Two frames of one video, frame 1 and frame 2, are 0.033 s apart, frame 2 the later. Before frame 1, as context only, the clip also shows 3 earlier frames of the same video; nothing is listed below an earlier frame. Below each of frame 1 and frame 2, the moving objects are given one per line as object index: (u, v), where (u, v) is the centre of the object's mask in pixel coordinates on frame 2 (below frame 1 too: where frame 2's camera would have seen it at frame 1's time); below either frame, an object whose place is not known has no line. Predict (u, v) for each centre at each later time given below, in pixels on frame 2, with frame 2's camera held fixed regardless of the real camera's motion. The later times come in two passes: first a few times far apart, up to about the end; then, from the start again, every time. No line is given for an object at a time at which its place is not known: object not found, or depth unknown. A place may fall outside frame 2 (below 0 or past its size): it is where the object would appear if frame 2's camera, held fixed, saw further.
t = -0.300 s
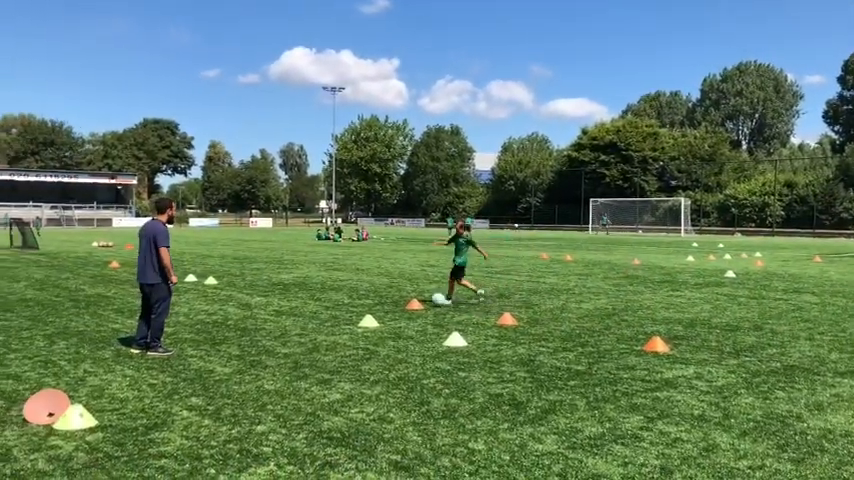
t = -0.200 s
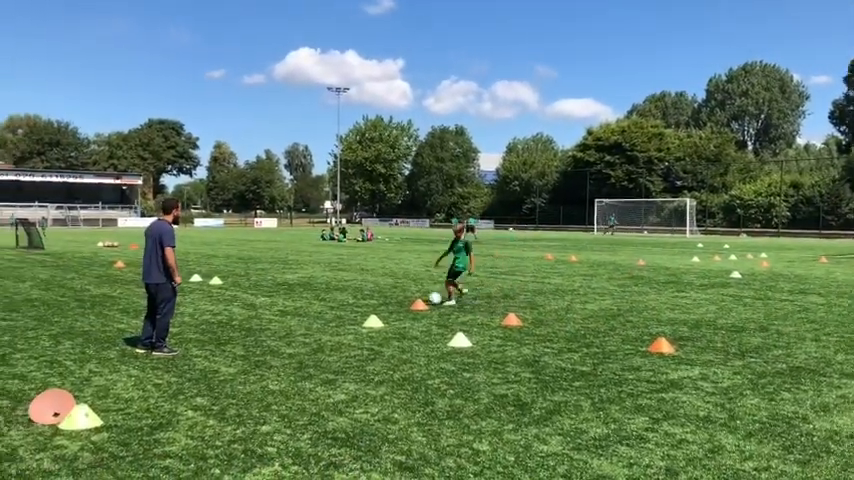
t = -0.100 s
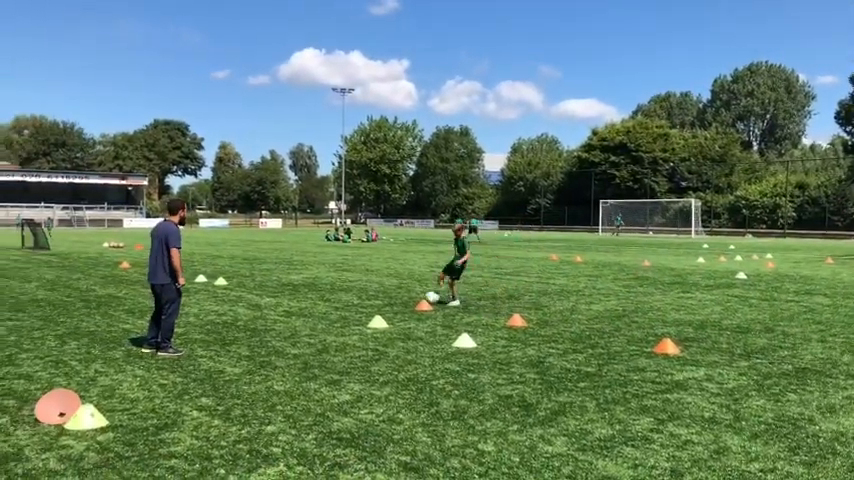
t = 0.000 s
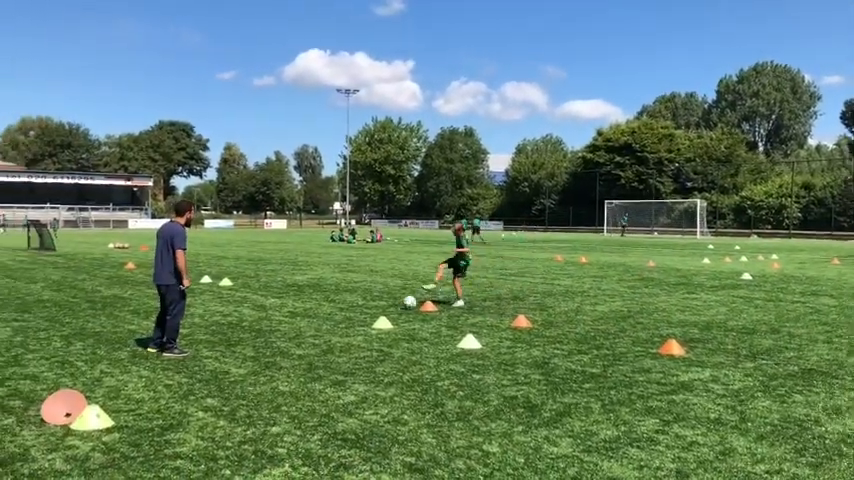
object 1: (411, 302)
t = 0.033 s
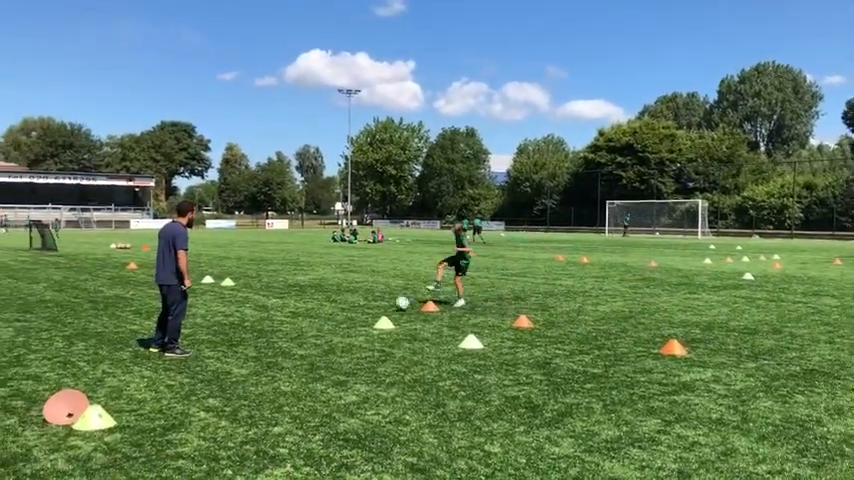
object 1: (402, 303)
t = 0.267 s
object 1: (338, 313)
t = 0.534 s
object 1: (260, 324)
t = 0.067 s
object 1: (393, 305)
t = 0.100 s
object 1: (383, 307)
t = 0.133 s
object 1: (374, 308)
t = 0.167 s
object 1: (366, 308)
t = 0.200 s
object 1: (356, 309)
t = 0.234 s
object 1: (347, 311)
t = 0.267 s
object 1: (338, 313)
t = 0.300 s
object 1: (329, 315)
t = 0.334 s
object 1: (320, 314)
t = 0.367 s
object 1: (310, 314)
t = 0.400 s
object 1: (300, 315)
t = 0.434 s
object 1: (291, 317)
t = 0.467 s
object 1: (282, 320)
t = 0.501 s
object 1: (271, 323)
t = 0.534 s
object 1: (260, 324)
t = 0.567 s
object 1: (250, 326)
